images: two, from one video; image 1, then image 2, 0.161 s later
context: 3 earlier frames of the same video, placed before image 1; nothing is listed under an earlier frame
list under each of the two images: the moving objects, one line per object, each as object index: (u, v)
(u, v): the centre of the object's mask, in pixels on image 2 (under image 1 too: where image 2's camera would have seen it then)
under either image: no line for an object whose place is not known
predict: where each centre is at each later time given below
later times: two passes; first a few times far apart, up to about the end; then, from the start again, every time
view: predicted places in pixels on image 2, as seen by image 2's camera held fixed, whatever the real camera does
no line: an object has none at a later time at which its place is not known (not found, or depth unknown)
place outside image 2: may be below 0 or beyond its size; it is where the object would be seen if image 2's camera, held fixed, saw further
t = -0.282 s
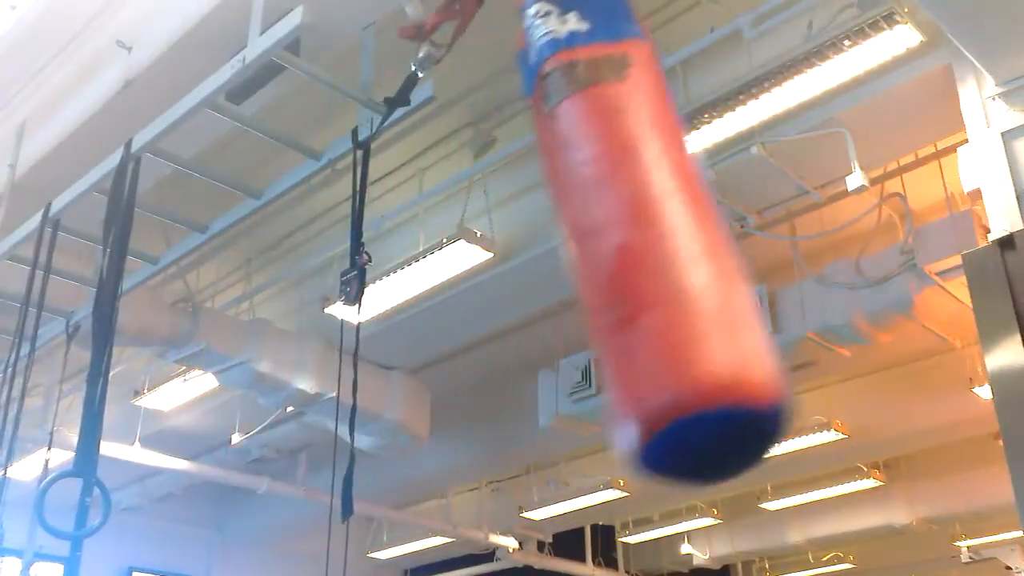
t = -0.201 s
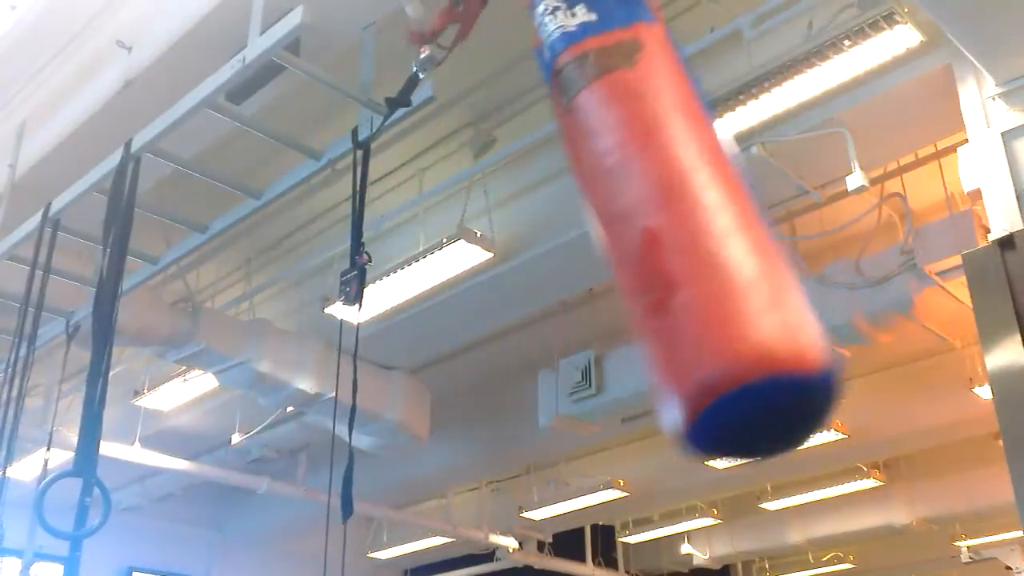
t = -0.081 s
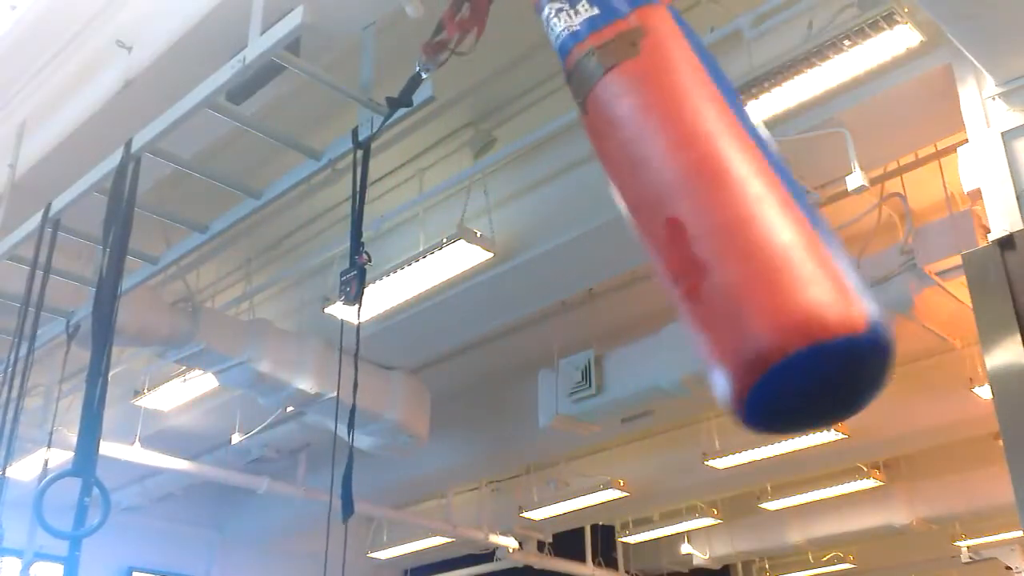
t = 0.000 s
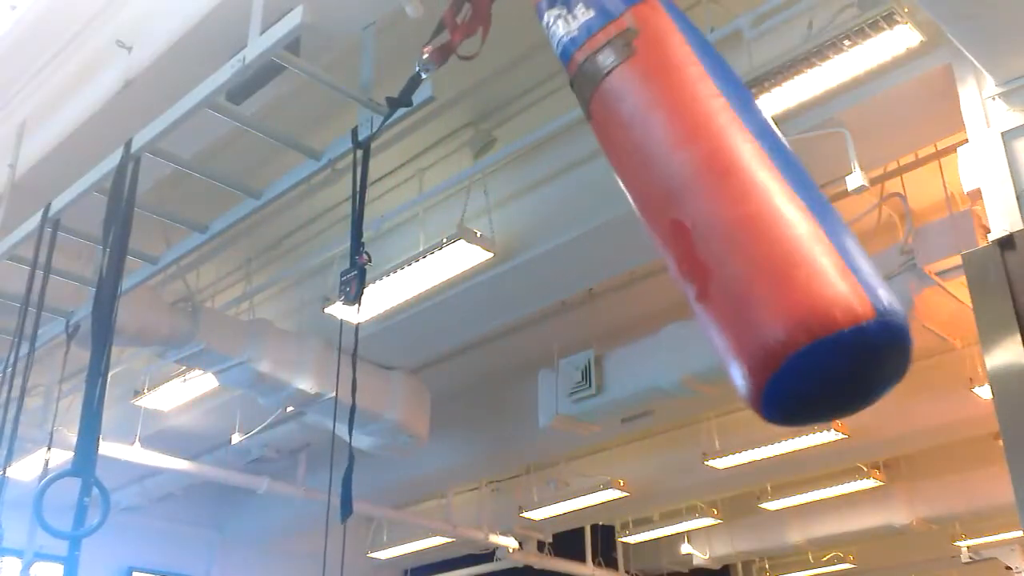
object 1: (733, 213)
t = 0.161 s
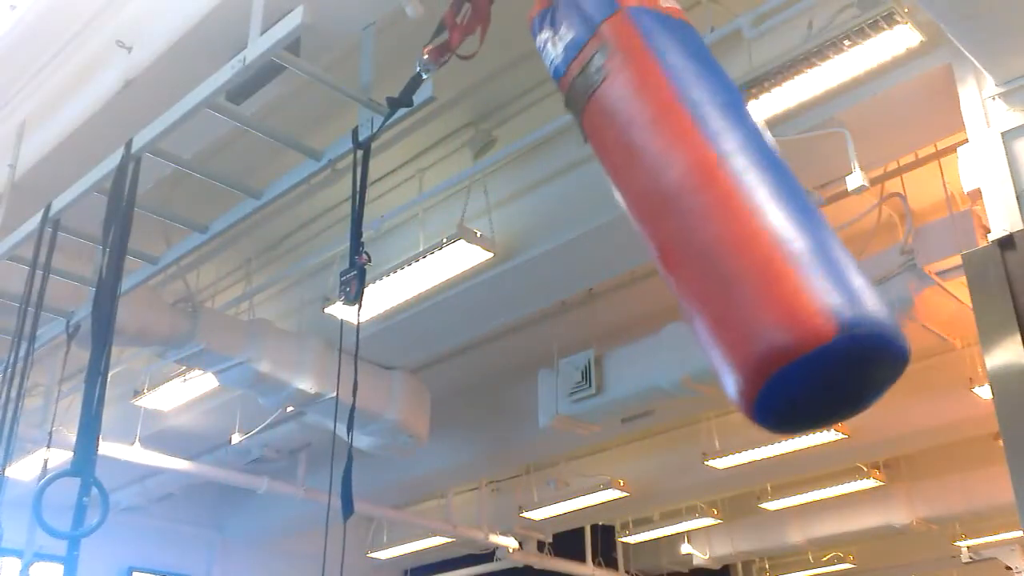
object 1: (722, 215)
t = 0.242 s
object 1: (705, 225)
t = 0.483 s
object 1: (603, 267)
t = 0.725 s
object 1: (477, 278)
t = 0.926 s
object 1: (387, 285)
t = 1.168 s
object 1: (318, 279)
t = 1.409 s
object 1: (291, 269)
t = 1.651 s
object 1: (314, 269)
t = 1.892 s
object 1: (394, 270)
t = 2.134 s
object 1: (525, 252)
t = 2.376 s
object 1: (650, 226)
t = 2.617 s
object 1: (707, 226)
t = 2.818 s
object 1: (689, 250)
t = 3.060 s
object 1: (613, 277)
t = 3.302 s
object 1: (515, 292)
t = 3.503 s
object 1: (433, 288)
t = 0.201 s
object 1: (714, 218)
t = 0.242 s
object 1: (705, 225)
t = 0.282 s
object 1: (694, 232)
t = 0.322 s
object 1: (679, 240)
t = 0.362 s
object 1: (660, 247)
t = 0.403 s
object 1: (641, 255)
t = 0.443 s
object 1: (622, 260)
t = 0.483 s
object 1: (603, 267)
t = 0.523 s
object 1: (581, 275)
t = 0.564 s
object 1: (559, 276)
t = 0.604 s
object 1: (539, 277)
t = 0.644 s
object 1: (517, 274)
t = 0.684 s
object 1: (496, 280)
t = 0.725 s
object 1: (477, 278)
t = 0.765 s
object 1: (457, 282)
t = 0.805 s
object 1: (440, 286)
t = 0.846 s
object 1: (422, 285)
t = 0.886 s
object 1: (403, 286)
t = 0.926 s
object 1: (387, 285)
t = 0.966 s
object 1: (372, 284)
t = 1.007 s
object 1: (361, 283)
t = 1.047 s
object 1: (348, 283)
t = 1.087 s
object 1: (335, 282)
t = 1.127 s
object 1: (326, 280)
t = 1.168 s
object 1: (318, 279)
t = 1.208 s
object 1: (310, 275)
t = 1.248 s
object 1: (304, 273)
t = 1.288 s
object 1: (299, 271)
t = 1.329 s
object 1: (295, 270)
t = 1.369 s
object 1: (292, 270)
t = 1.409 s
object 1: (291, 269)
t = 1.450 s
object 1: (292, 268)
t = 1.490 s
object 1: (293, 267)
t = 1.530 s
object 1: (297, 268)
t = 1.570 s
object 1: (301, 268)
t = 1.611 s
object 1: (307, 267)
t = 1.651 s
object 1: (314, 269)
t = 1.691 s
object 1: (324, 271)
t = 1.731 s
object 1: (334, 271)
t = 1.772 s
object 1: (346, 271)
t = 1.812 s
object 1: (362, 272)
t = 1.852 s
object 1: (377, 270)
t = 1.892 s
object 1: (394, 270)
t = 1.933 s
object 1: (414, 268)
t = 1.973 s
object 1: (439, 268)
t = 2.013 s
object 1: (460, 266)
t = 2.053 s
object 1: (482, 262)
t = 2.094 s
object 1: (502, 257)
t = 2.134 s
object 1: (525, 252)
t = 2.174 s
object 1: (547, 250)
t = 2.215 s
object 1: (572, 246)
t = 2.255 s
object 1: (595, 240)
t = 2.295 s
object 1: (615, 233)
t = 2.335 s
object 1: (634, 230)
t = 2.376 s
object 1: (650, 226)
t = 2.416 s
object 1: (668, 224)
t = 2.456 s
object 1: (680, 220)
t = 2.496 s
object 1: (694, 220)
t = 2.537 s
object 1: (700, 222)
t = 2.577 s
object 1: (704, 223)
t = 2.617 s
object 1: (707, 226)
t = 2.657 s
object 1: (708, 230)
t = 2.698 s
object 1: (707, 235)
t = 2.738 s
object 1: (704, 240)
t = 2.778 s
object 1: (698, 245)
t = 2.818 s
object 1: (689, 250)
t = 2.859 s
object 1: (679, 255)
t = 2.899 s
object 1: (668, 260)
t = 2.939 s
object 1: (657, 267)
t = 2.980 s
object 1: (643, 270)
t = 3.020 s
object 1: (629, 273)
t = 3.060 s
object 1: (613, 277)
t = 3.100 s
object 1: (599, 283)
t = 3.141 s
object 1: (581, 284)
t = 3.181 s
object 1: (566, 289)
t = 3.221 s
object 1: (546, 289)
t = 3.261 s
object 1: (531, 291)
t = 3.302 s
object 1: (515, 292)
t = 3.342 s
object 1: (497, 293)
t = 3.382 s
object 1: (481, 292)
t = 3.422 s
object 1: (463, 288)
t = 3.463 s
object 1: (446, 305)
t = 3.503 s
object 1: (433, 288)
